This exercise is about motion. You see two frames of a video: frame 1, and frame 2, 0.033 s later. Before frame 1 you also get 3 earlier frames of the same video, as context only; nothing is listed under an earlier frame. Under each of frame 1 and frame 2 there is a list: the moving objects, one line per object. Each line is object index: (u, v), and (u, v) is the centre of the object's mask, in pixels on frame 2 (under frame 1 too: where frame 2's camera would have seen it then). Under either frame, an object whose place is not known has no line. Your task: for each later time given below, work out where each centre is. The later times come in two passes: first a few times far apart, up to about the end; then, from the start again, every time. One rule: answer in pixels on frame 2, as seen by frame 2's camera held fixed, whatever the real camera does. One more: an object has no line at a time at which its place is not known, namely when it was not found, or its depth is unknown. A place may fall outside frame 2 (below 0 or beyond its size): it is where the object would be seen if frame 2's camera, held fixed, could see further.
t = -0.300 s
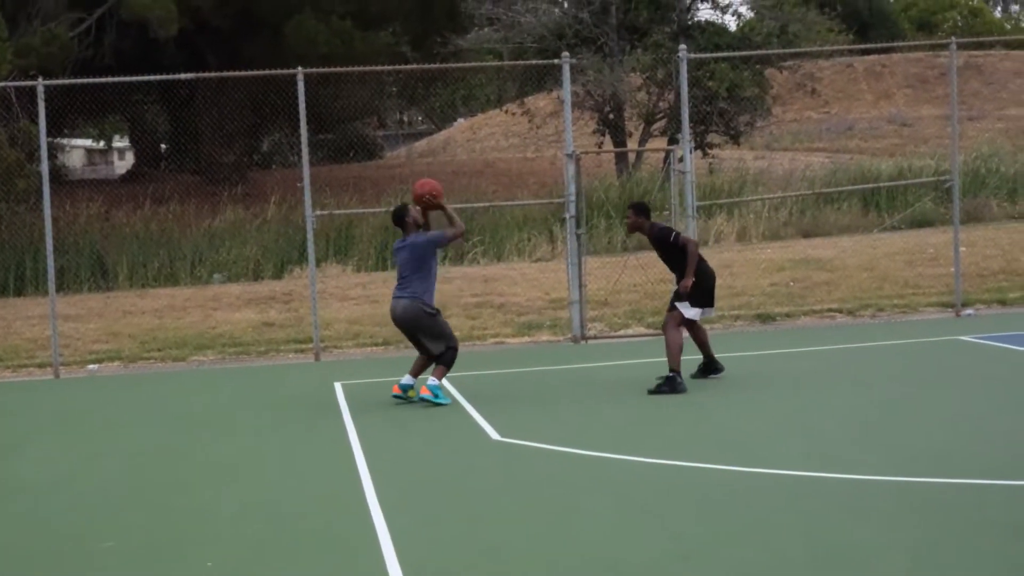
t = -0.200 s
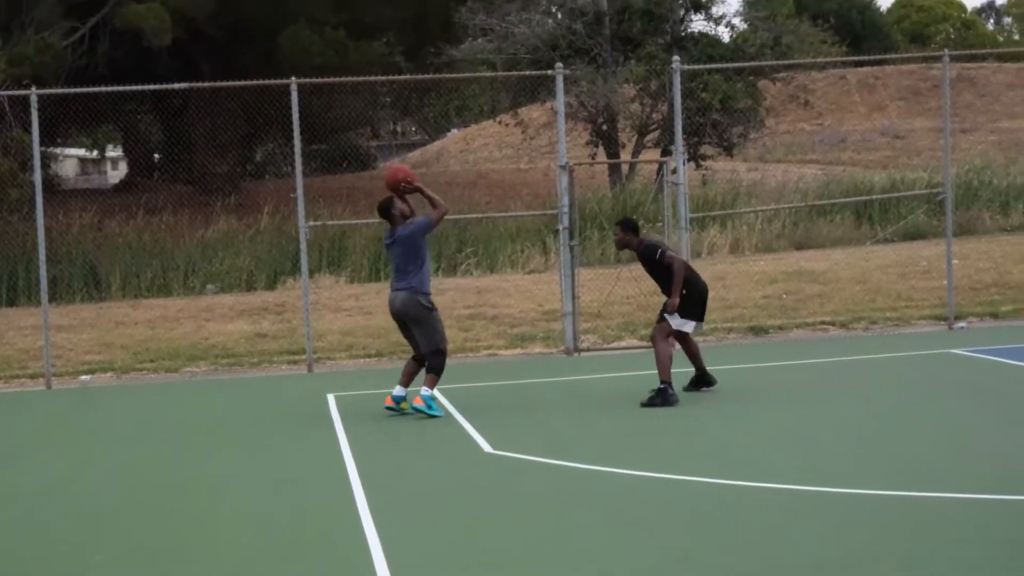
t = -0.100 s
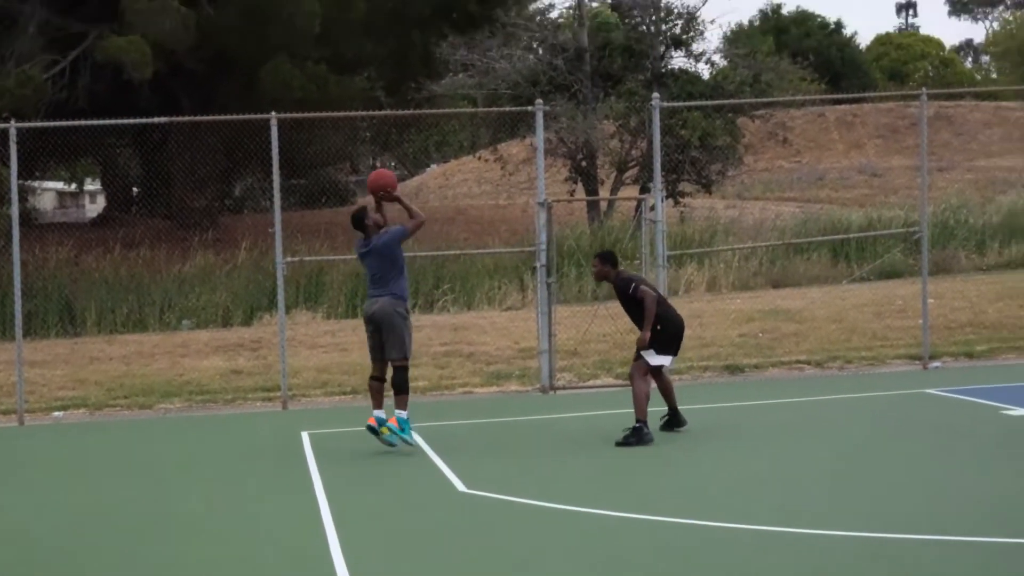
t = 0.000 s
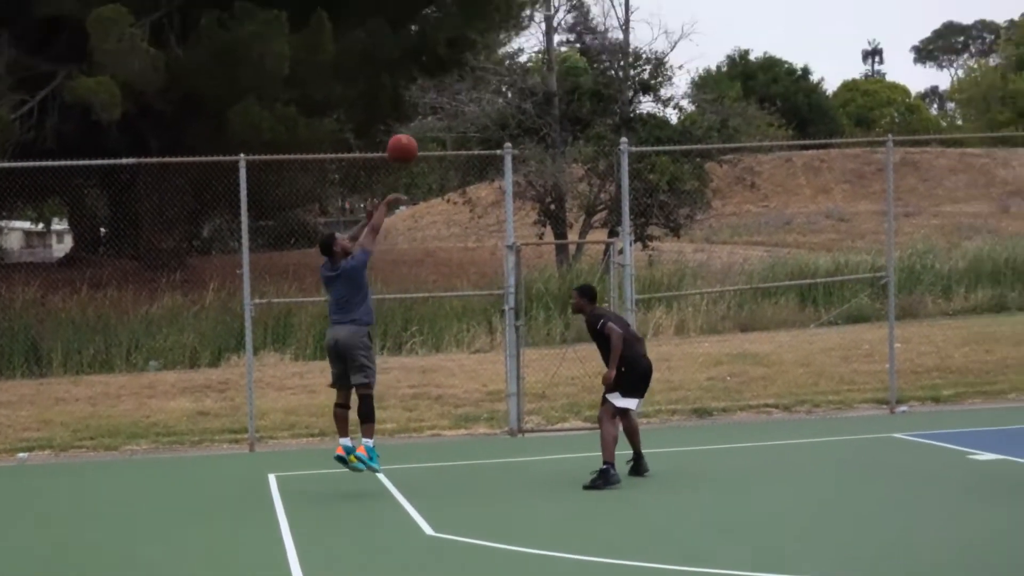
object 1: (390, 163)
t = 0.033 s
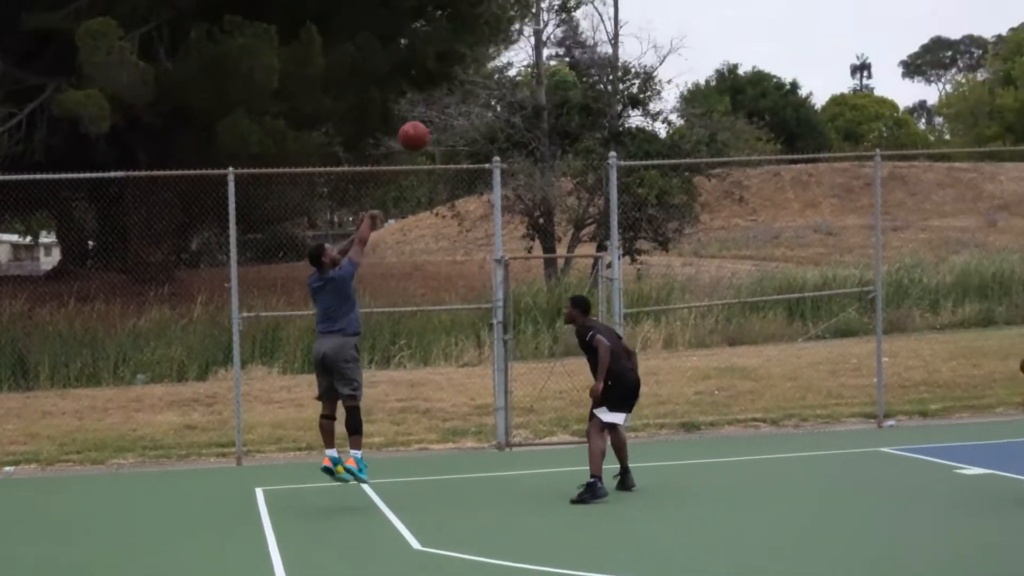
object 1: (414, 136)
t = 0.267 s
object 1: (569, -10)
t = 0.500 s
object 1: (716, -82)
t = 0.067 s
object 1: (435, 111)
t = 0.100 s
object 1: (459, 89)
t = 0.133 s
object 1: (481, 67)
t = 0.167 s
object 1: (504, 44)
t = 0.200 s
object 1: (526, 24)
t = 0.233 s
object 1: (548, 6)
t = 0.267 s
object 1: (569, -10)
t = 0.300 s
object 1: (591, -24)
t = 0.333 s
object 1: (611, -36)
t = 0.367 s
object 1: (633, -47)
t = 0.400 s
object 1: (653, -59)
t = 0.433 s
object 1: (674, -68)
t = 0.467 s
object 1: (695, -75)
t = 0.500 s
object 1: (716, -82)
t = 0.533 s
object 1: (738, -88)
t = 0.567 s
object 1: (759, -91)
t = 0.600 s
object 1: (779, -94)
